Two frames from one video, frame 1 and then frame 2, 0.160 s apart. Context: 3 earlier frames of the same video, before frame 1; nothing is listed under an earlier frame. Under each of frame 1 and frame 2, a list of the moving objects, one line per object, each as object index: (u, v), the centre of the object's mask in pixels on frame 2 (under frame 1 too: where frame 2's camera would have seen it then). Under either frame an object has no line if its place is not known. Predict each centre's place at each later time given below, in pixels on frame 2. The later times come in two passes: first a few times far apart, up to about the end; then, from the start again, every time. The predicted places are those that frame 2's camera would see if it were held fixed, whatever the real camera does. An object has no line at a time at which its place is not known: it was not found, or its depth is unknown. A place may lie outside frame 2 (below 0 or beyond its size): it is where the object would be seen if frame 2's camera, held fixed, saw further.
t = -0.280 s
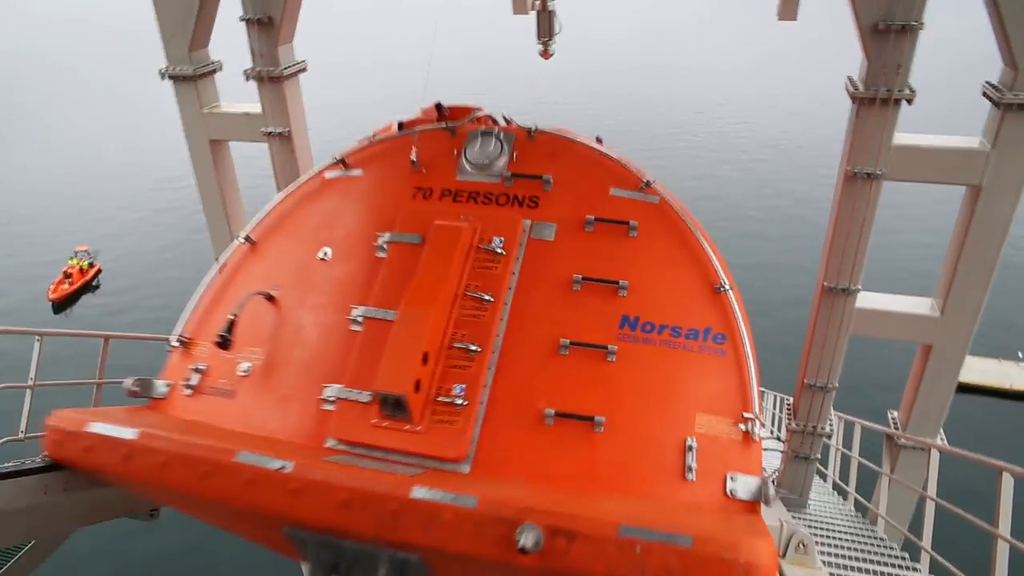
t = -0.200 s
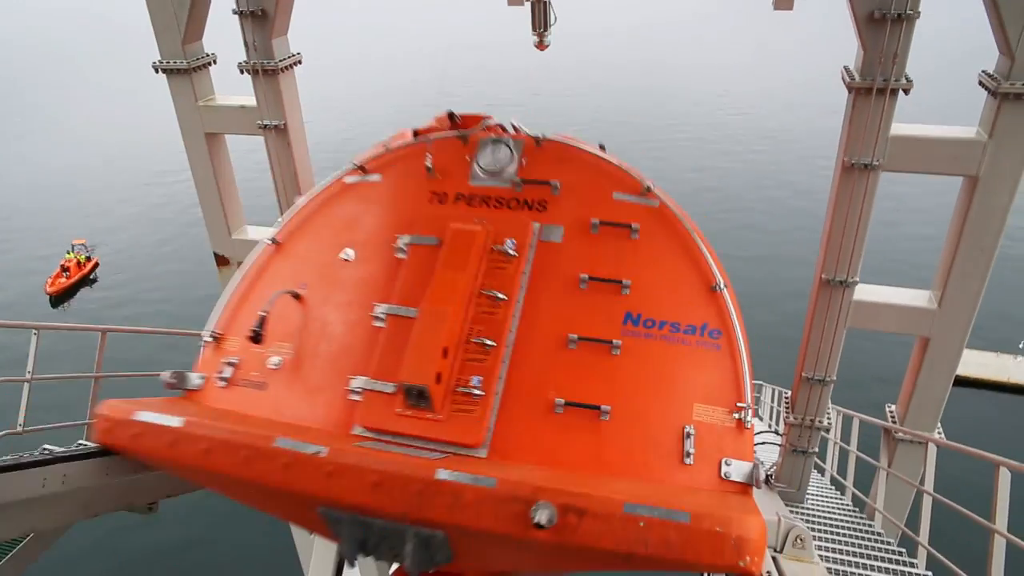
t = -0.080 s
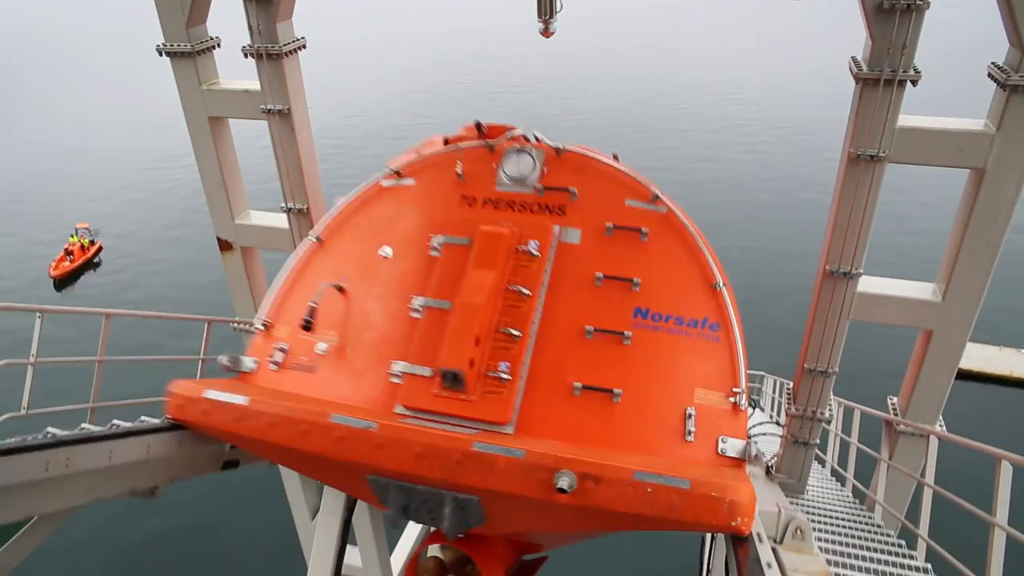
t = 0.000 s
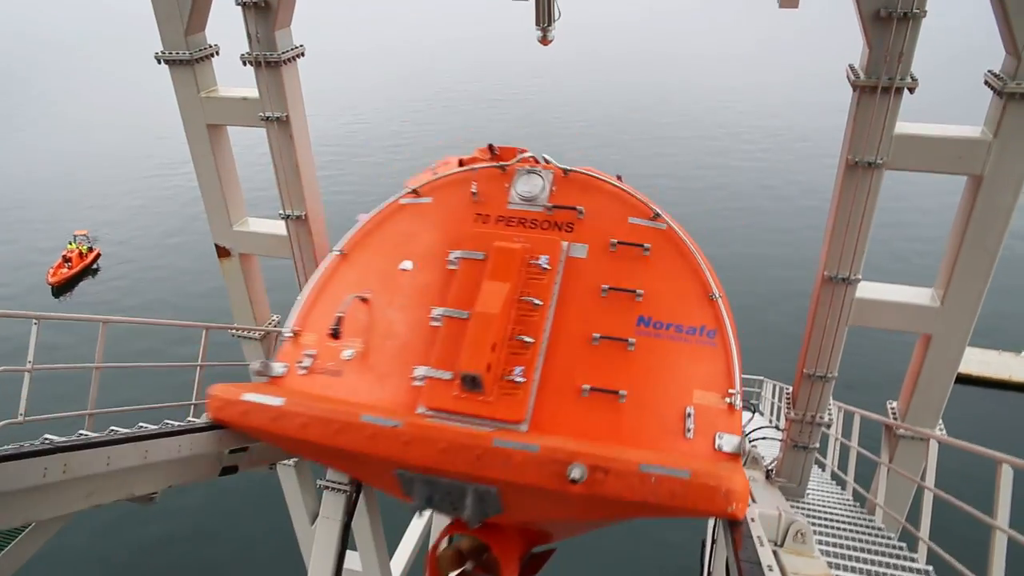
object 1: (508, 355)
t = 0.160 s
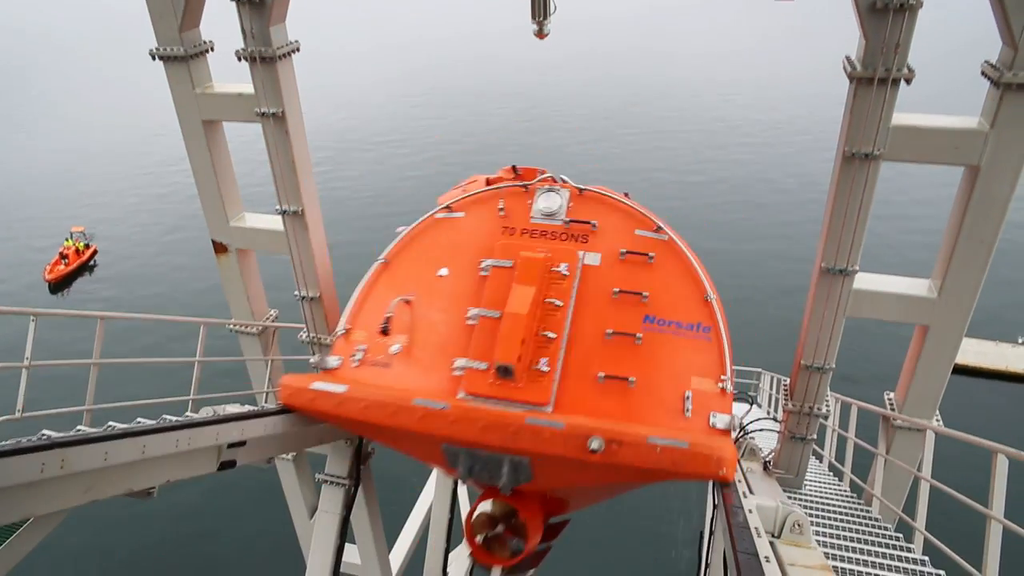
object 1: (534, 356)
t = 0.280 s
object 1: (550, 355)
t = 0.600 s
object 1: (586, 352)
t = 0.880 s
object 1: (609, 352)
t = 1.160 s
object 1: (625, 351)
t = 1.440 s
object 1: (637, 353)
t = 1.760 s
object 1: (646, 373)
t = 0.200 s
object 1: (541, 354)
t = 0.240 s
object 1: (545, 354)
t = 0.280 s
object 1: (550, 355)
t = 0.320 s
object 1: (556, 354)
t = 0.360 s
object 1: (561, 354)
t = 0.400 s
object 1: (565, 353)
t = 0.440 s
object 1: (570, 353)
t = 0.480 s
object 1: (575, 353)
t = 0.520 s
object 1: (578, 353)
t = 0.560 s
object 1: (582, 352)
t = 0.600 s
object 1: (586, 352)
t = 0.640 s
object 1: (590, 352)
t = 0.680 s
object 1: (593, 352)
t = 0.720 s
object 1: (597, 352)
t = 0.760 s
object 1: (600, 352)
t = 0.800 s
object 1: (603, 352)
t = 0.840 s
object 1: (606, 352)
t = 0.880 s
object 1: (609, 352)
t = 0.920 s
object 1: (611, 352)
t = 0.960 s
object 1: (614, 352)
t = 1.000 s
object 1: (616, 352)
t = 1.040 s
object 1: (618, 352)
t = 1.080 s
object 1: (621, 352)
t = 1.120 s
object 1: (623, 351)
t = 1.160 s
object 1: (625, 351)
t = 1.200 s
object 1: (627, 351)
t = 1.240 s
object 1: (629, 351)
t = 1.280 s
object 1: (630, 350)
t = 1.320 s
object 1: (632, 351)
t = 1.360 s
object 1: (634, 351)
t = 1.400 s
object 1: (635, 352)
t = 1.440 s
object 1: (637, 353)
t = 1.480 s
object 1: (638, 354)
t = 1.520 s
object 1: (640, 356)
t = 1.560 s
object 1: (641, 358)
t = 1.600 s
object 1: (642, 360)
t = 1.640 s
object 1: (643, 363)
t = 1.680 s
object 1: (644, 366)
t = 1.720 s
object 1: (645, 369)
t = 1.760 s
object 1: (646, 373)
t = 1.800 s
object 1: (646, 377)
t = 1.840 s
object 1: (647, 380)
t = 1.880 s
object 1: (648, 385)
